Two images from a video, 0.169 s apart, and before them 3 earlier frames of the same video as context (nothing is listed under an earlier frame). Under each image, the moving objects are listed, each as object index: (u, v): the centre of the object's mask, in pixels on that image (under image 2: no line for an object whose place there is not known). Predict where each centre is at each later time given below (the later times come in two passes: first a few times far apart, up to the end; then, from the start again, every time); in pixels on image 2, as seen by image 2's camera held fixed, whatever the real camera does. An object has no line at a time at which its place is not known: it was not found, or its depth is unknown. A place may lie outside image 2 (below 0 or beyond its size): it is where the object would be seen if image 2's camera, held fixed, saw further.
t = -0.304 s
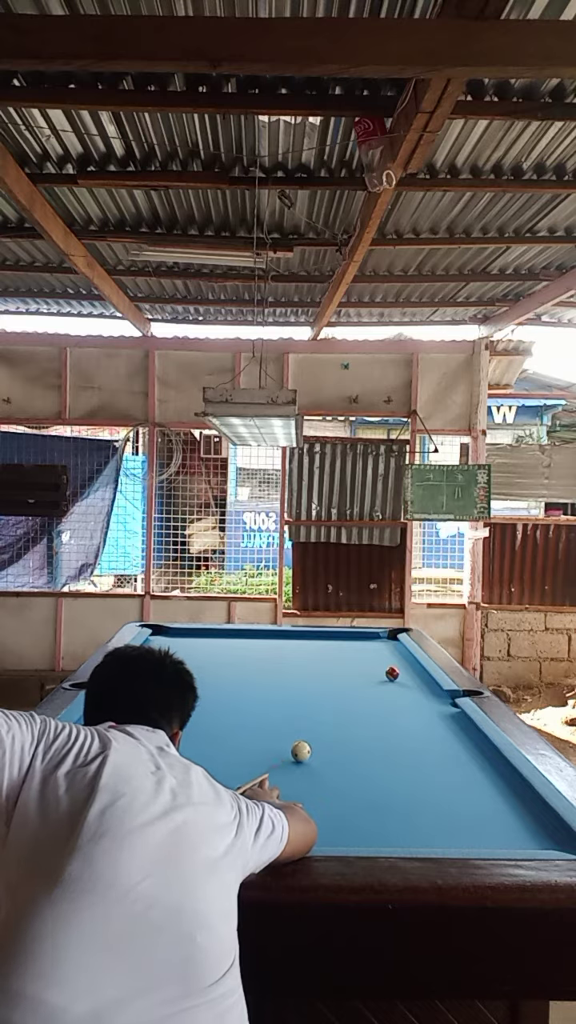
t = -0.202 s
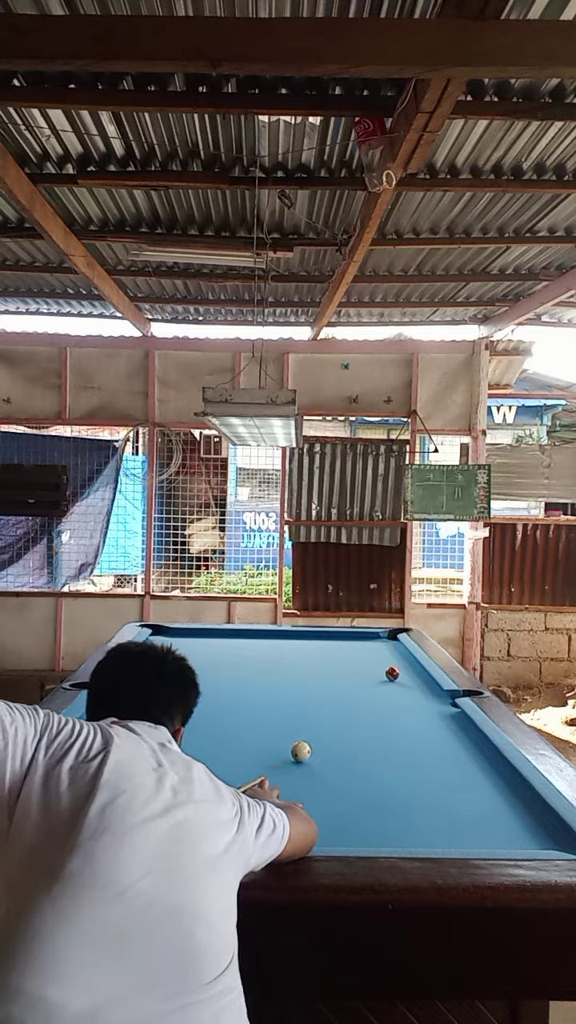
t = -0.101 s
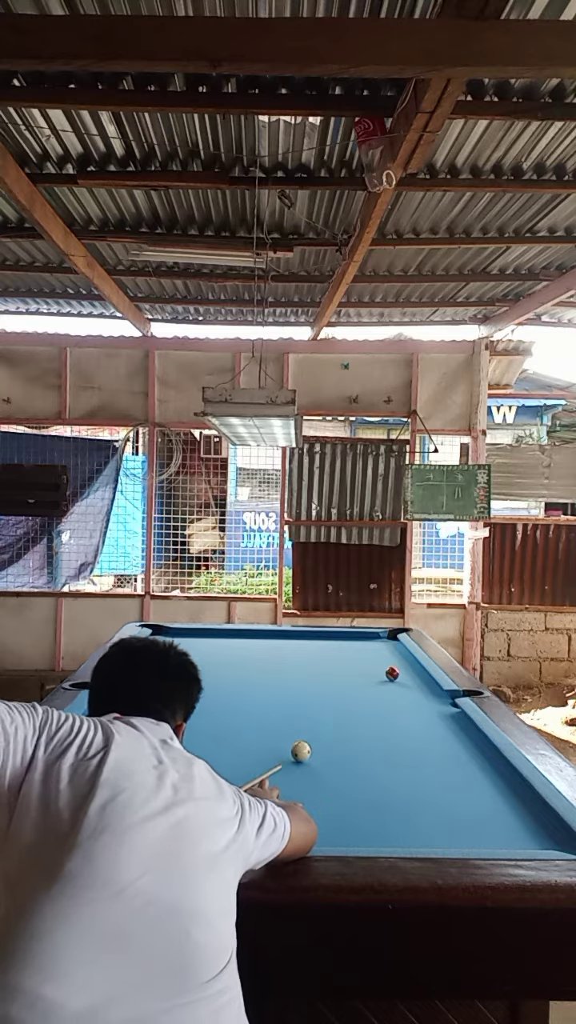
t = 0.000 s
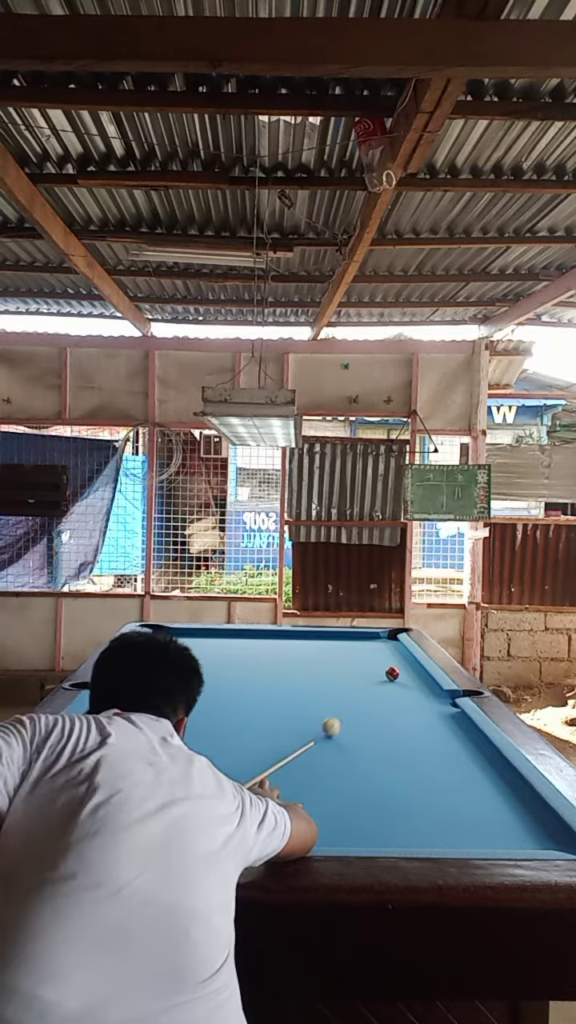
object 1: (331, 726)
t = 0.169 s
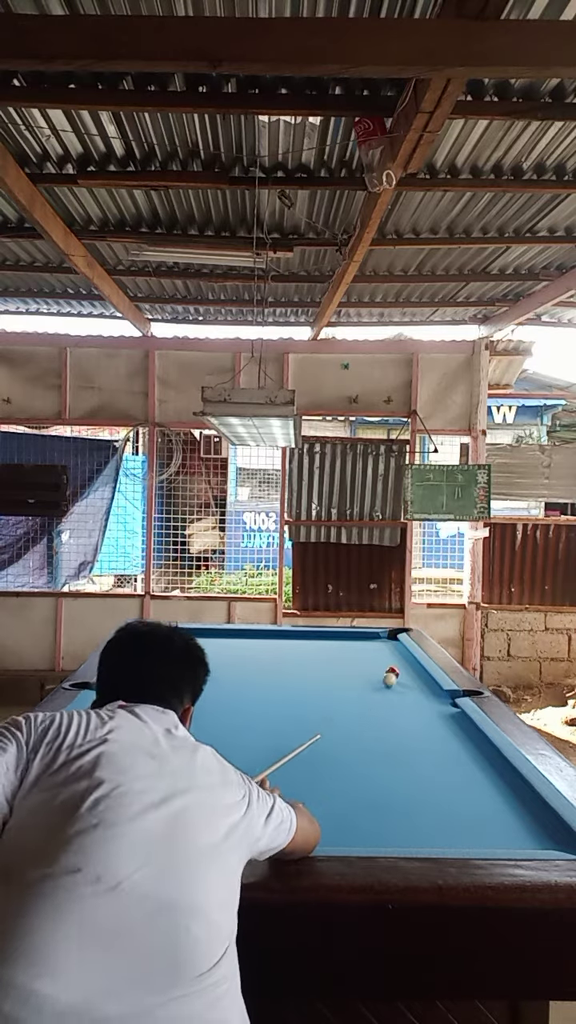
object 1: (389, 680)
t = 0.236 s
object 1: (407, 675)
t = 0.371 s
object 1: (419, 677)
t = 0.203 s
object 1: (398, 675)
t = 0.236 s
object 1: (407, 675)
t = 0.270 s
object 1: (416, 677)
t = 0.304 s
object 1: (424, 677)
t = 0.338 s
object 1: (423, 677)
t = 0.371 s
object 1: (419, 677)
